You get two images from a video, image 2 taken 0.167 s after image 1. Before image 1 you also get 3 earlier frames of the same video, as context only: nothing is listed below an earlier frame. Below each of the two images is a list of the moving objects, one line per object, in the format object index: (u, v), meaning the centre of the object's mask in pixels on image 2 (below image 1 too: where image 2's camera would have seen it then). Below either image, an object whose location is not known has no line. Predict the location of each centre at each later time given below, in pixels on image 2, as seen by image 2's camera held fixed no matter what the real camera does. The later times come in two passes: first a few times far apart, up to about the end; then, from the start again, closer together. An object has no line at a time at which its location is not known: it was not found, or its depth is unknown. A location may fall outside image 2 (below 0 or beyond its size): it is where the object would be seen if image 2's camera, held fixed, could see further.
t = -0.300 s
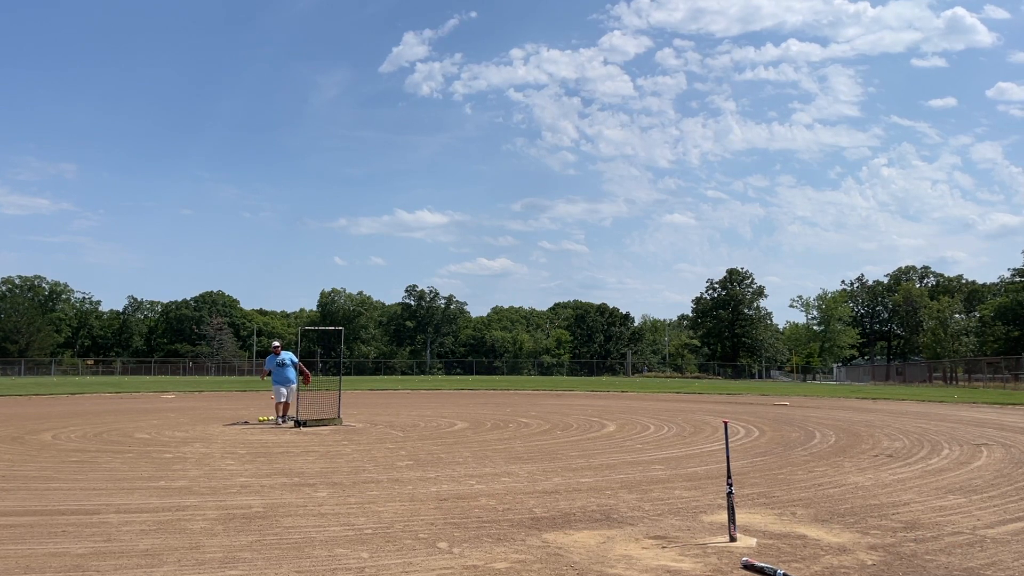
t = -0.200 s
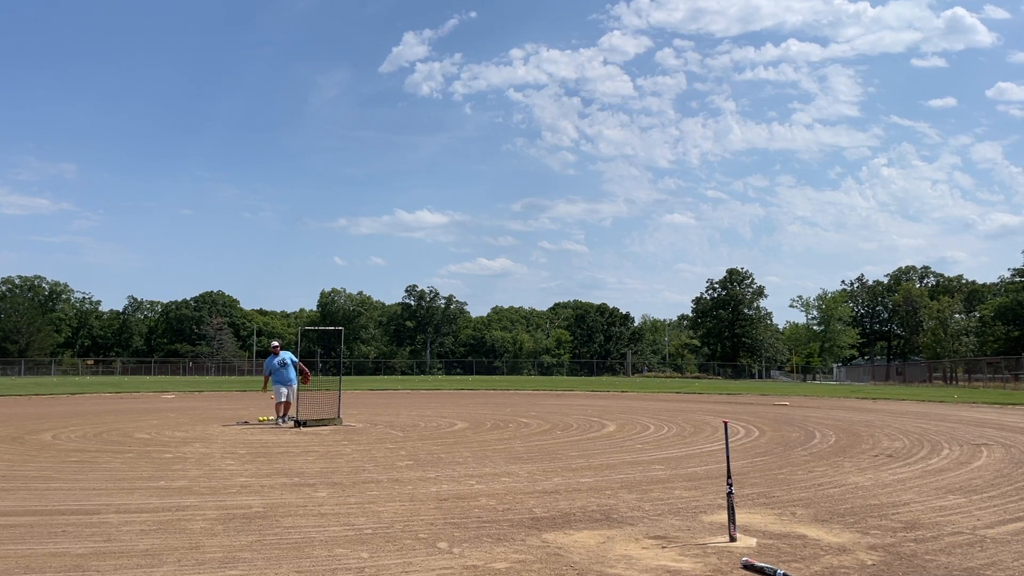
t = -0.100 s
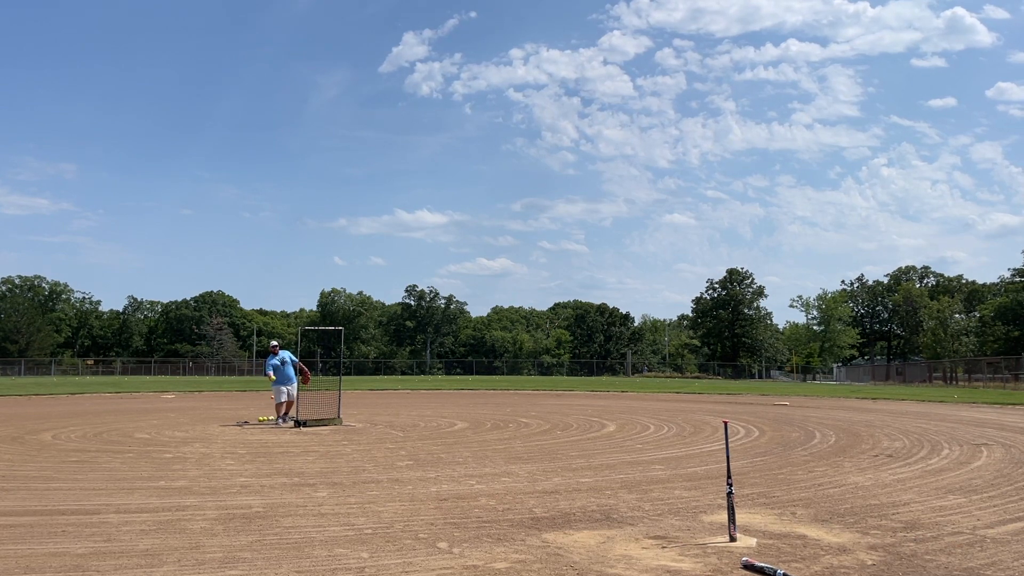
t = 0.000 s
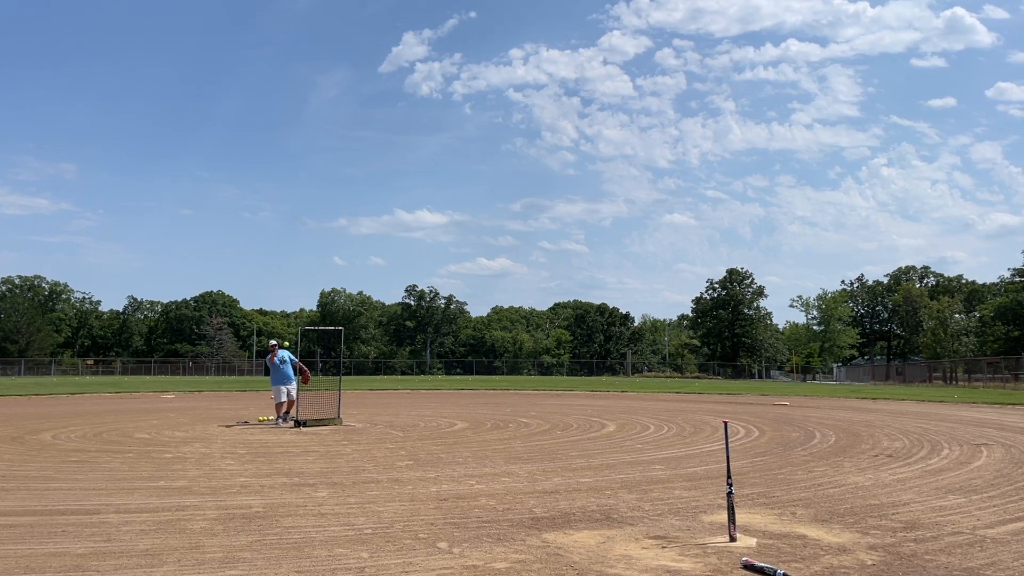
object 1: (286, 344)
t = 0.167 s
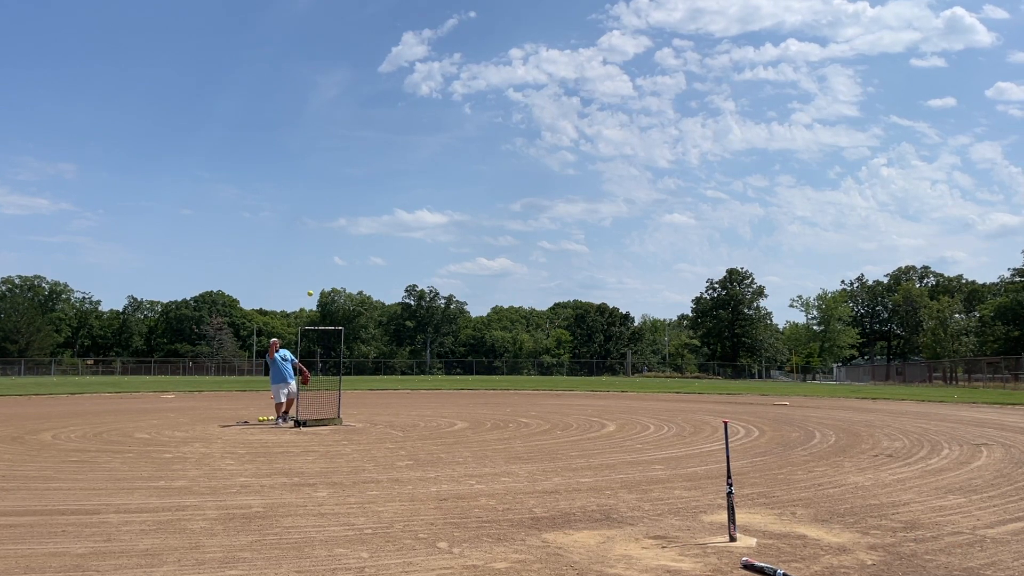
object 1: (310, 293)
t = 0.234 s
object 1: (320, 275)
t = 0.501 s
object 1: (369, 220)
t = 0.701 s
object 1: (416, 201)
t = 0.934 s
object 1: (487, 217)
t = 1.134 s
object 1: (573, 282)
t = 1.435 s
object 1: (791, 558)
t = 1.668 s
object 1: (996, 531)
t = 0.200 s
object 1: (315, 284)
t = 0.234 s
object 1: (320, 275)
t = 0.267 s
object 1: (326, 267)
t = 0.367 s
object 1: (343, 244)
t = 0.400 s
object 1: (350, 237)
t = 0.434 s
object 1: (356, 231)
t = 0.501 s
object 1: (369, 220)
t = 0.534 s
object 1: (376, 215)
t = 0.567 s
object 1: (384, 211)
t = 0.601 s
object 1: (391, 207)
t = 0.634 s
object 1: (399, 205)
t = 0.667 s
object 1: (407, 202)
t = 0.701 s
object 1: (416, 201)
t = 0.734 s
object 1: (425, 200)
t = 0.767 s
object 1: (434, 201)
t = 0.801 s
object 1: (444, 202)
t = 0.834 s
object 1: (454, 204)
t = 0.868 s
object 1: (464, 207)
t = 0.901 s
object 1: (475, 211)
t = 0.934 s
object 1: (487, 217)
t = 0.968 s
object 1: (500, 224)
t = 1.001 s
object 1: (512, 232)
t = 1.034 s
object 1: (526, 242)
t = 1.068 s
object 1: (540, 253)
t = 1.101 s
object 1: (556, 267)
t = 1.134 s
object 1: (573, 282)
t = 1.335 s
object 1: (700, 433)
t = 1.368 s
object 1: (729, 472)
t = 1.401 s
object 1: (759, 516)
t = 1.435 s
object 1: (791, 558)
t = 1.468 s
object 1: (815, 549)
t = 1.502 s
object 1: (839, 542)
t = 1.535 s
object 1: (866, 536)
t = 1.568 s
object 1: (895, 532)
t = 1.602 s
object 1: (926, 529)
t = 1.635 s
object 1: (960, 529)
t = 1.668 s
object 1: (996, 531)
